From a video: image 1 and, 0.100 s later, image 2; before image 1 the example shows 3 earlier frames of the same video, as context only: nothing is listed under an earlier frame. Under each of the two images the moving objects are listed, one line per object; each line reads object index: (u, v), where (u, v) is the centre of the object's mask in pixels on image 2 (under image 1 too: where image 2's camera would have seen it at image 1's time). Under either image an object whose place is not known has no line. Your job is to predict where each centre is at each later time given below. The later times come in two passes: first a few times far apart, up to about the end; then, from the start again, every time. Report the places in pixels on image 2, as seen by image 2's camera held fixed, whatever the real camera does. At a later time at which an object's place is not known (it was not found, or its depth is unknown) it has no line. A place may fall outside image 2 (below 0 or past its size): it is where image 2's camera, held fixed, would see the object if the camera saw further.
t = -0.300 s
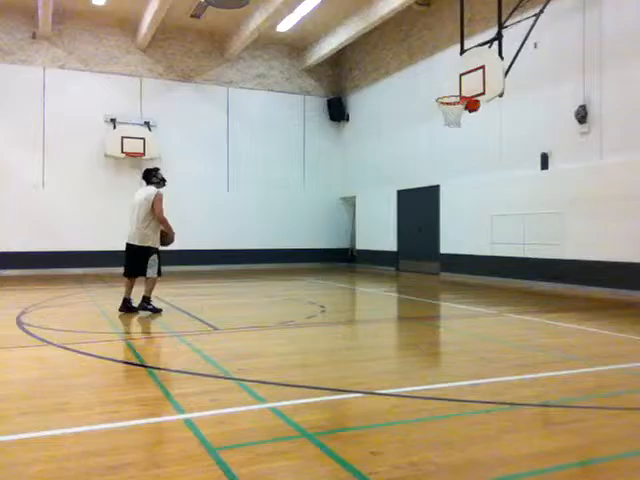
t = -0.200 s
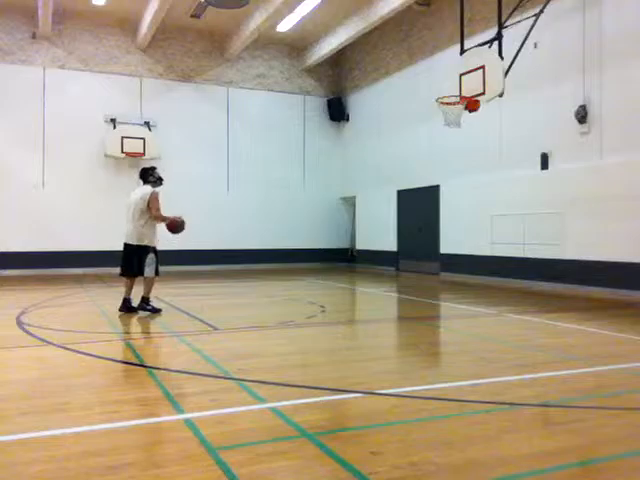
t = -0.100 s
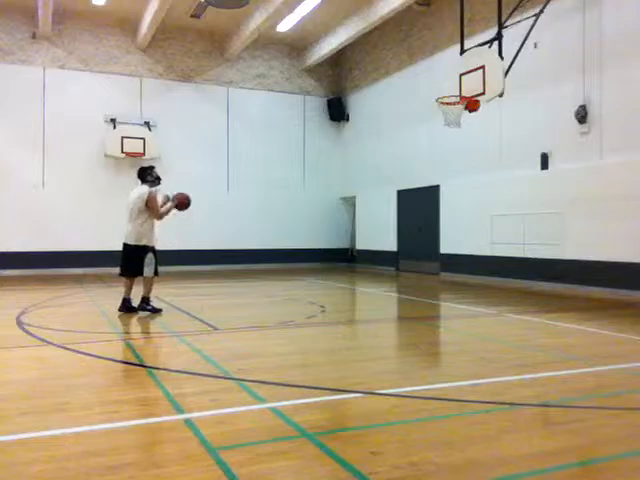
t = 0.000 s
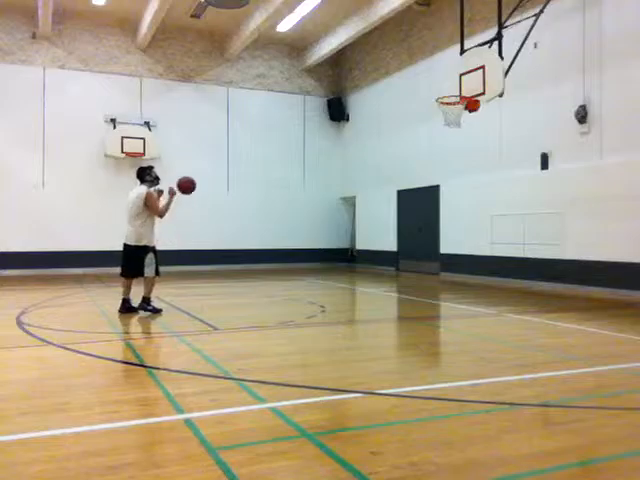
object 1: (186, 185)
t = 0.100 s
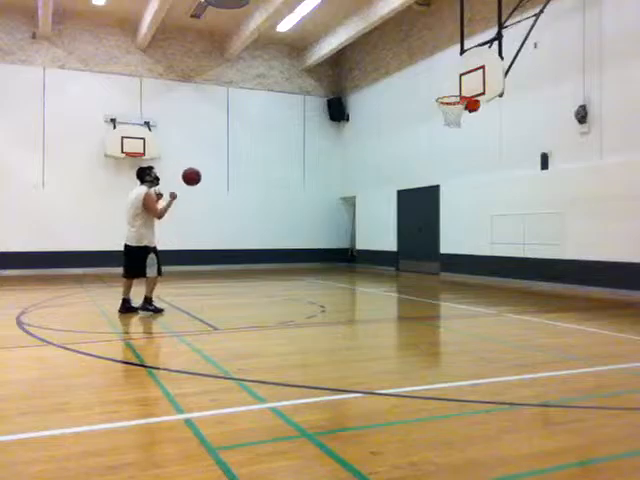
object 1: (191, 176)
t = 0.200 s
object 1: (196, 175)
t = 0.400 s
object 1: (207, 195)
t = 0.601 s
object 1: (217, 244)
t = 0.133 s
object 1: (193, 175)
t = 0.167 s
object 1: (194, 175)
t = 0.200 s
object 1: (196, 175)
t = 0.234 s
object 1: (198, 176)
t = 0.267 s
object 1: (200, 179)
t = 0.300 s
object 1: (201, 182)
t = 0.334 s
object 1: (203, 185)
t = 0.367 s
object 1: (205, 190)
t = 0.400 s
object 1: (207, 195)
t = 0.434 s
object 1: (208, 201)
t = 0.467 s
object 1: (210, 208)
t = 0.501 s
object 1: (212, 217)
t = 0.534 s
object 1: (213, 225)
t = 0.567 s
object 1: (215, 234)
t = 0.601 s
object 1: (217, 244)
